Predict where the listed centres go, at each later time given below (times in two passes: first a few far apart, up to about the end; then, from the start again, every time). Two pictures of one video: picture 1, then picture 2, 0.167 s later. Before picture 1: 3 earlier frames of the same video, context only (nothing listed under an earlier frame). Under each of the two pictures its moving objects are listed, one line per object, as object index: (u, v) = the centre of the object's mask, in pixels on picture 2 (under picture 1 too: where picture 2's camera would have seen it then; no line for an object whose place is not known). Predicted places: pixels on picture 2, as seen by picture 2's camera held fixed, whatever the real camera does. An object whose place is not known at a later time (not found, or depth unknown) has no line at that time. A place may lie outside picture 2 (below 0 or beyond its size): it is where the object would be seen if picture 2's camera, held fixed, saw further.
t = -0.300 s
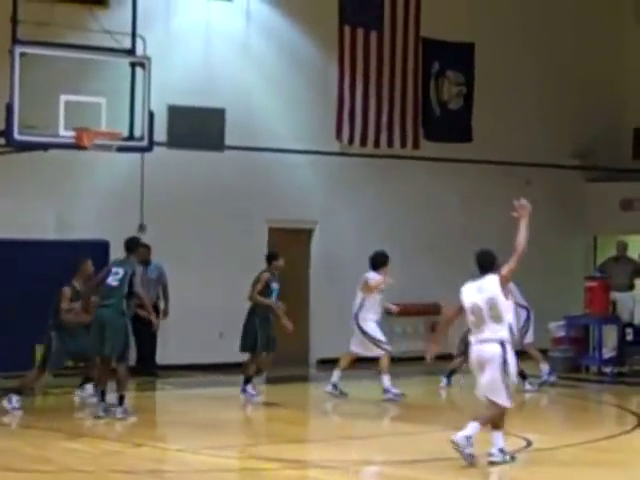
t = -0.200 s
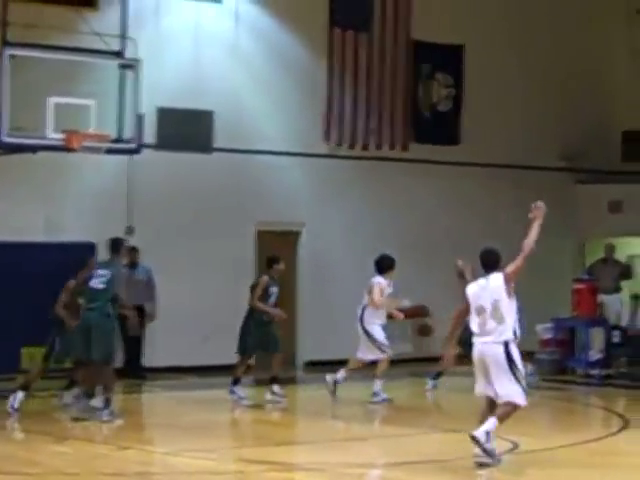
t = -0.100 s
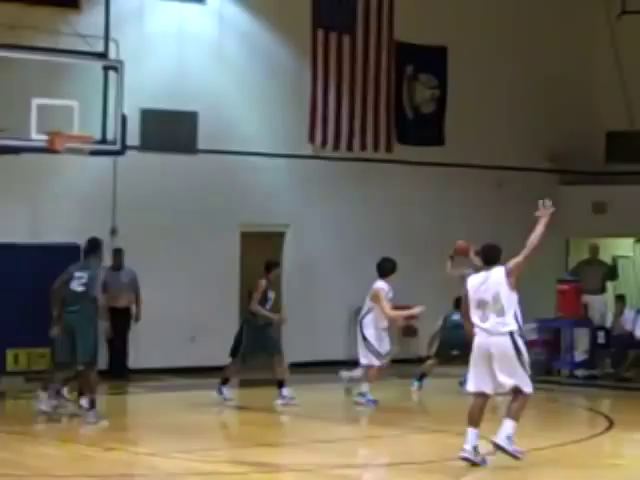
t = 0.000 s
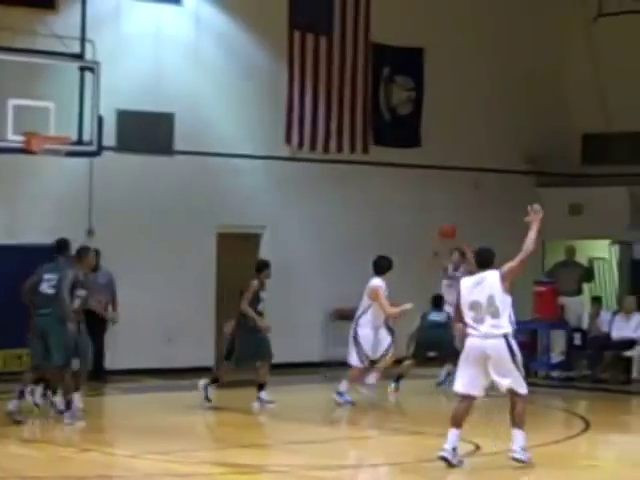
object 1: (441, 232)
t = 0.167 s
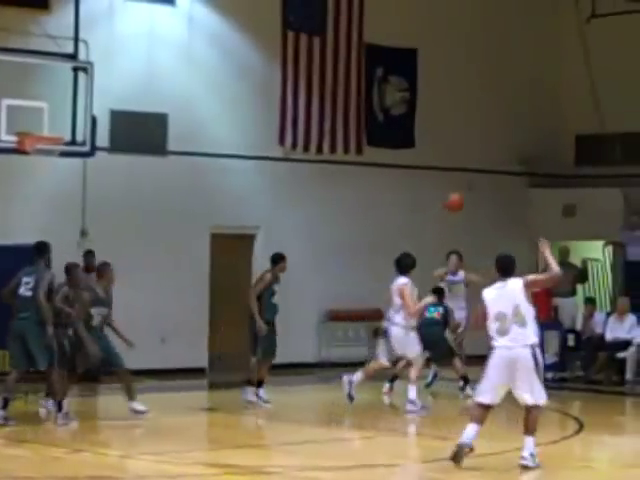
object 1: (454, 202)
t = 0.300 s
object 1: (465, 193)
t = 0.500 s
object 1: (486, 208)
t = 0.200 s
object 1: (457, 199)
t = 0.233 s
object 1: (459, 195)
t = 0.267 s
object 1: (462, 193)
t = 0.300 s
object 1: (465, 193)
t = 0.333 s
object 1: (469, 192)
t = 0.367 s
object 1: (472, 193)
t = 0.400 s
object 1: (476, 195)
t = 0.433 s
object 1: (479, 197)
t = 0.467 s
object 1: (482, 202)
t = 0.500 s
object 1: (486, 208)
